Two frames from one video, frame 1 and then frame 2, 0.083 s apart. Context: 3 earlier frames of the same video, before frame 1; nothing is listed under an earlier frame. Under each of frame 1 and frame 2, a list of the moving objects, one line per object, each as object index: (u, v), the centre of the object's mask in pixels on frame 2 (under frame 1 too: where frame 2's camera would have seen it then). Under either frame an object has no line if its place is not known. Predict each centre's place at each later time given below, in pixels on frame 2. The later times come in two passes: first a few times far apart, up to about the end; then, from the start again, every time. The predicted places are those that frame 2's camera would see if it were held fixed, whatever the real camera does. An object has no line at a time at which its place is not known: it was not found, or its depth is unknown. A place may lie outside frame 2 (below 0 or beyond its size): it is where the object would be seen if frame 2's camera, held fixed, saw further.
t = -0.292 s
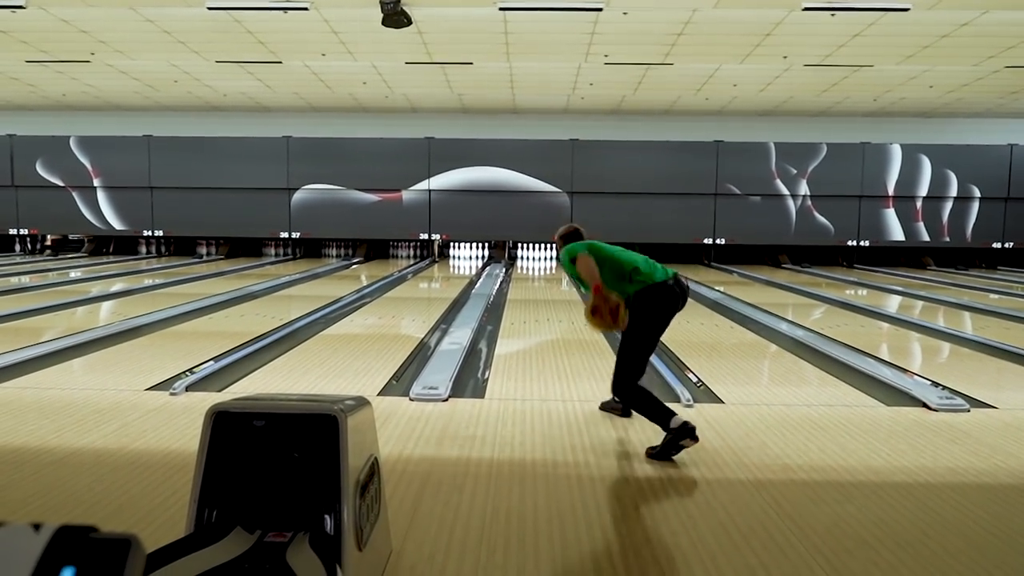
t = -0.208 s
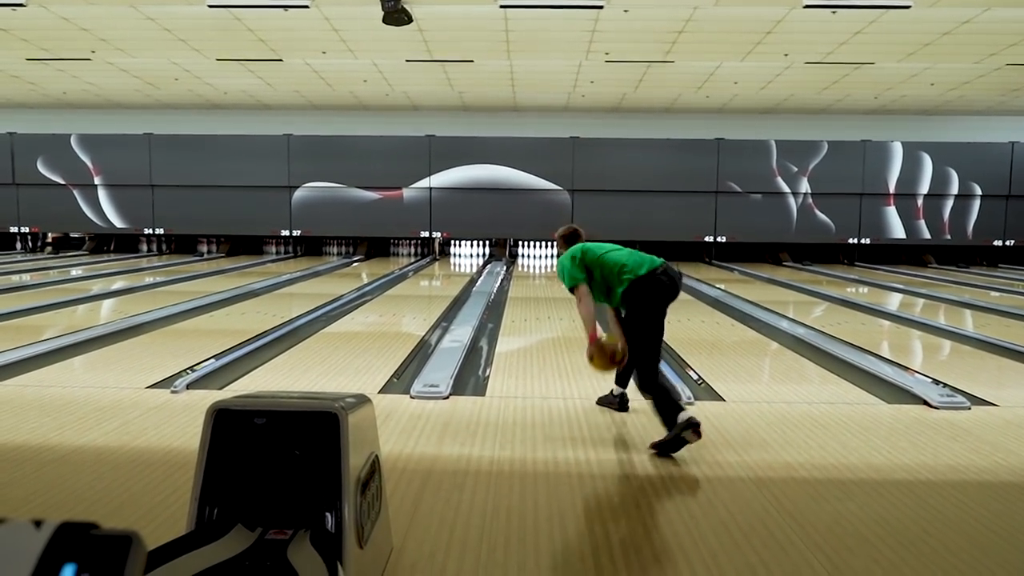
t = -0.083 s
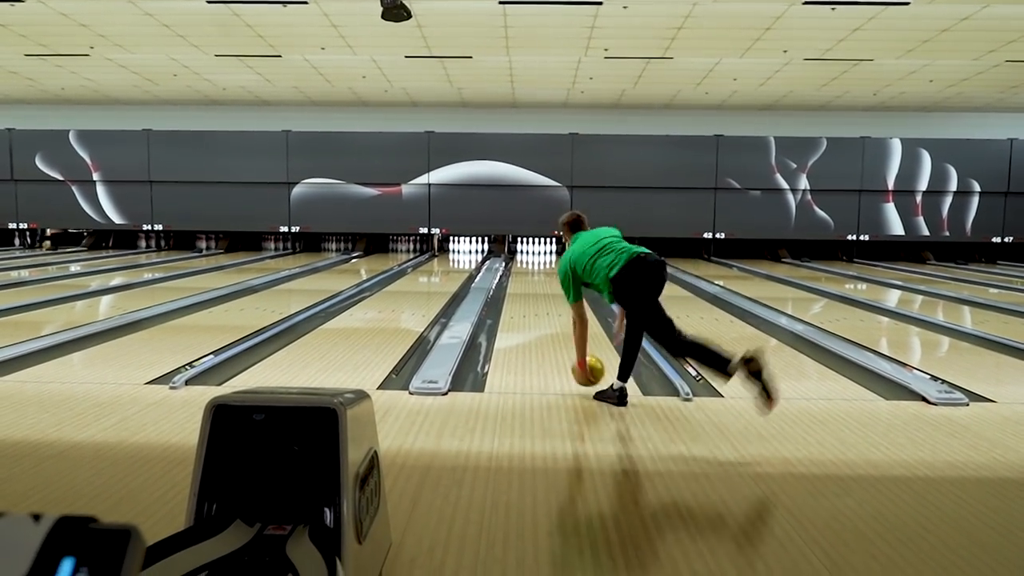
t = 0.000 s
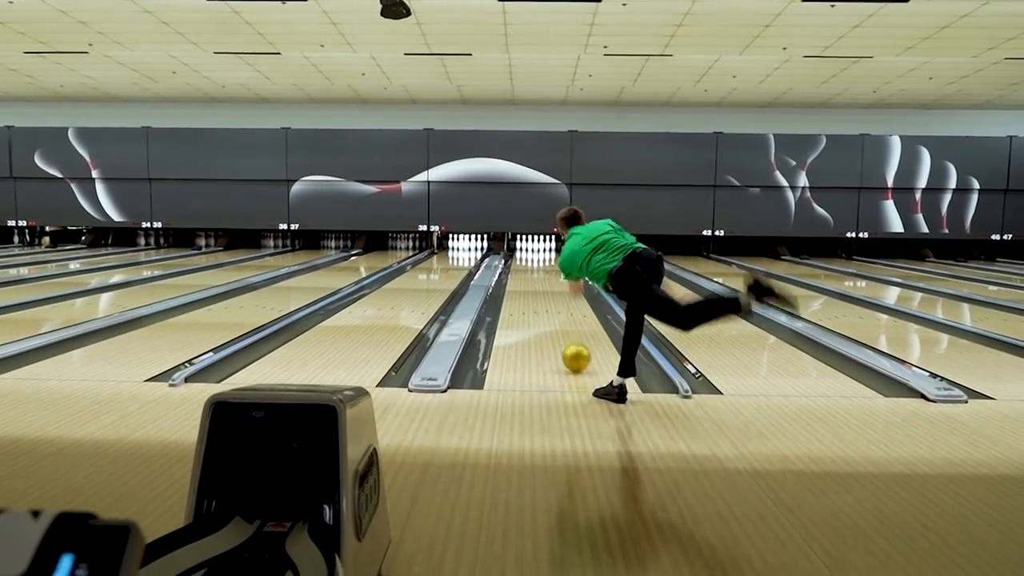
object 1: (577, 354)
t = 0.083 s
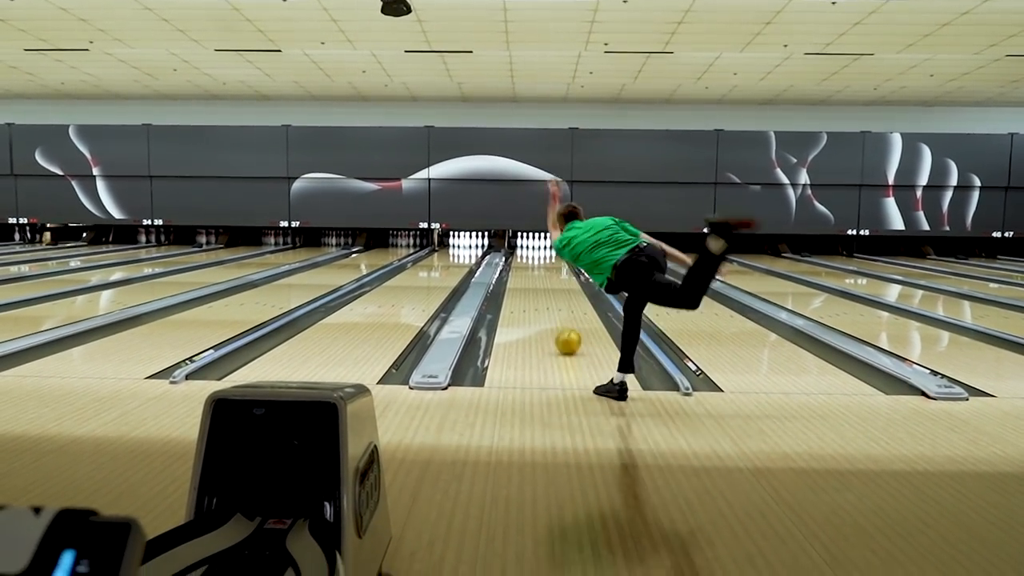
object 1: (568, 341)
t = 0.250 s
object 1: (554, 320)
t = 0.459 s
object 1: (541, 303)
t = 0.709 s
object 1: (531, 287)
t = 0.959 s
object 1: (525, 276)
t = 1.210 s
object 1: (519, 267)
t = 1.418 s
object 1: (517, 262)
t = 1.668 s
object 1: (516, 257)
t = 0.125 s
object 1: (564, 335)
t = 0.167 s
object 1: (561, 329)
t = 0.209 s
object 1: (557, 325)
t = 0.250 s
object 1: (554, 320)
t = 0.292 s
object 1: (551, 315)
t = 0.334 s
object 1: (548, 312)
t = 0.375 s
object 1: (546, 309)
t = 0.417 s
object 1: (544, 305)
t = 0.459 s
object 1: (541, 303)
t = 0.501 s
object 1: (539, 300)
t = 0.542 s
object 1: (538, 297)
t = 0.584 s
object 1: (536, 294)
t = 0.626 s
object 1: (534, 292)
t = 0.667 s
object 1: (533, 289)
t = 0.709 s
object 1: (531, 287)
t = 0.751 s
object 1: (530, 284)
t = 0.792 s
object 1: (529, 283)
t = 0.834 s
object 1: (528, 282)
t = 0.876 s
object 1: (526, 279)
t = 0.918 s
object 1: (526, 277)
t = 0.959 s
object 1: (525, 276)
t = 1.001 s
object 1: (524, 274)
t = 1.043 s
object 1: (523, 273)
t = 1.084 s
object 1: (523, 271)
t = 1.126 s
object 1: (522, 270)
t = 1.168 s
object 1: (521, 269)
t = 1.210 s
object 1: (519, 267)
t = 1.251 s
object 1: (518, 266)
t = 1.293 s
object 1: (518, 265)
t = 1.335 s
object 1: (517, 264)
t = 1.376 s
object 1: (517, 263)
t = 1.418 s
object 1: (517, 262)
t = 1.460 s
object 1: (516, 261)
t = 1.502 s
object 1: (516, 260)
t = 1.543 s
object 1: (516, 259)
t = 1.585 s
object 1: (516, 258)
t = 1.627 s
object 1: (516, 258)
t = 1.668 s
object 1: (516, 257)
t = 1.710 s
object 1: (517, 256)
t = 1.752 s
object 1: (517, 256)
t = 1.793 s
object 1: (518, 255)
